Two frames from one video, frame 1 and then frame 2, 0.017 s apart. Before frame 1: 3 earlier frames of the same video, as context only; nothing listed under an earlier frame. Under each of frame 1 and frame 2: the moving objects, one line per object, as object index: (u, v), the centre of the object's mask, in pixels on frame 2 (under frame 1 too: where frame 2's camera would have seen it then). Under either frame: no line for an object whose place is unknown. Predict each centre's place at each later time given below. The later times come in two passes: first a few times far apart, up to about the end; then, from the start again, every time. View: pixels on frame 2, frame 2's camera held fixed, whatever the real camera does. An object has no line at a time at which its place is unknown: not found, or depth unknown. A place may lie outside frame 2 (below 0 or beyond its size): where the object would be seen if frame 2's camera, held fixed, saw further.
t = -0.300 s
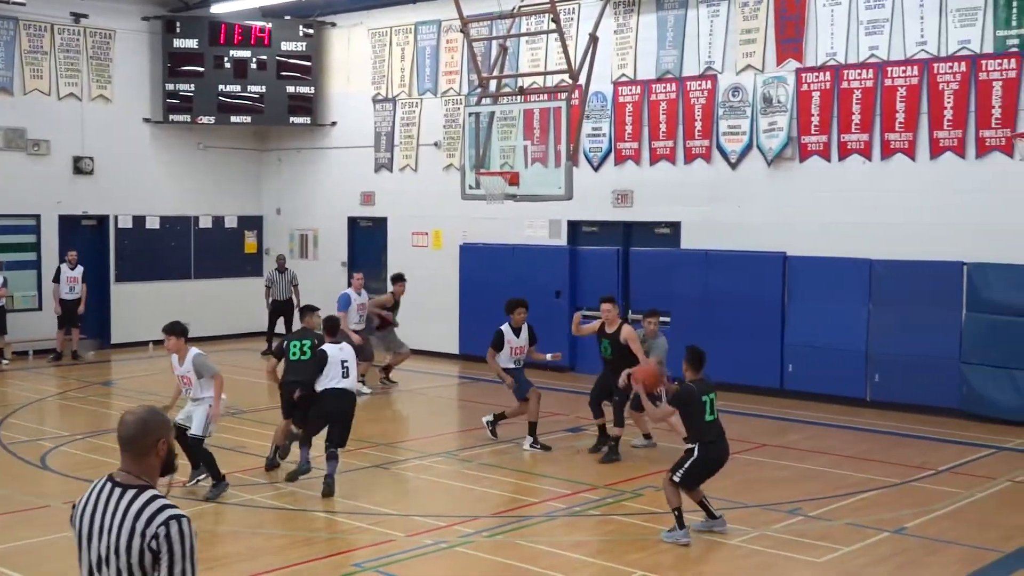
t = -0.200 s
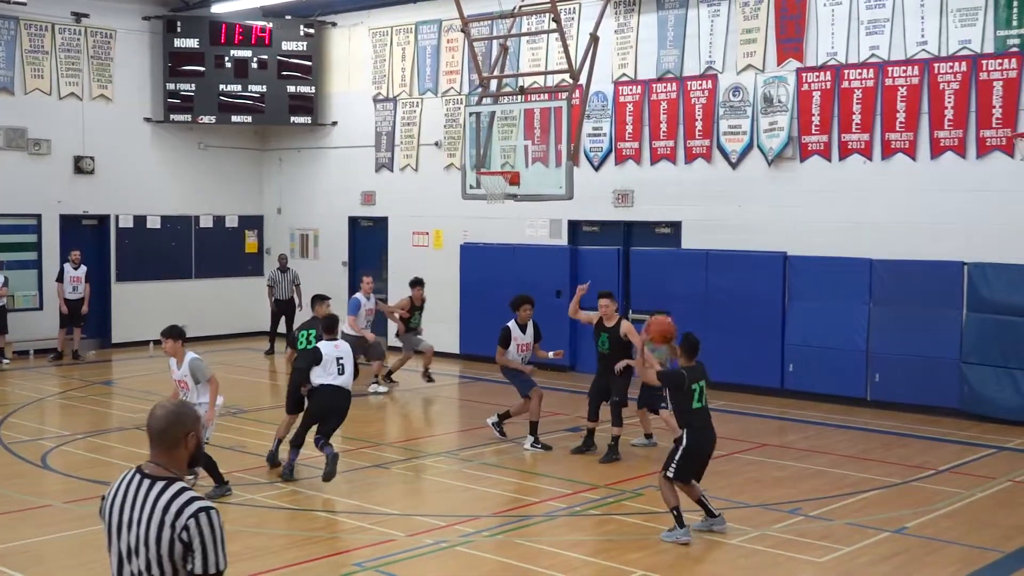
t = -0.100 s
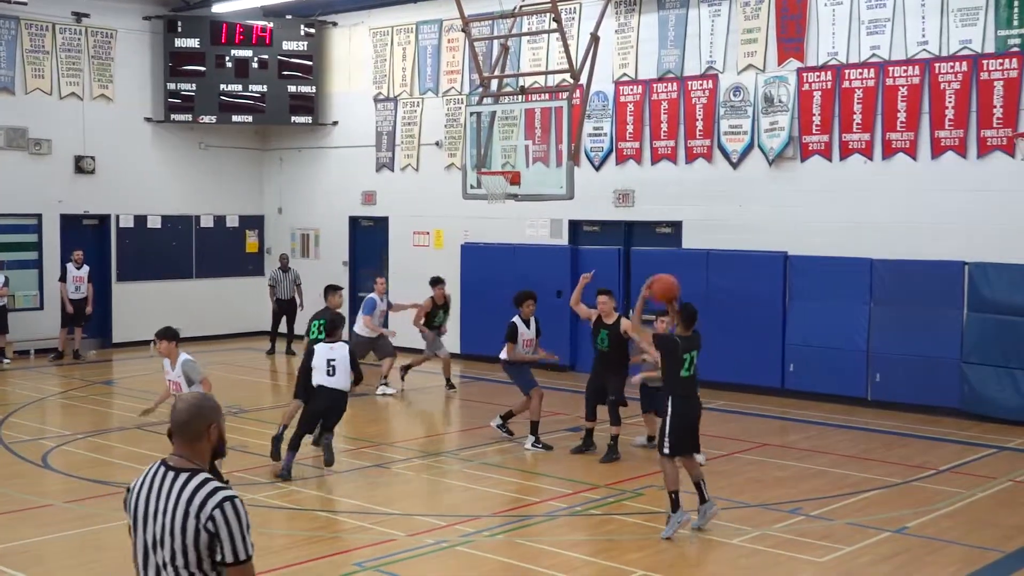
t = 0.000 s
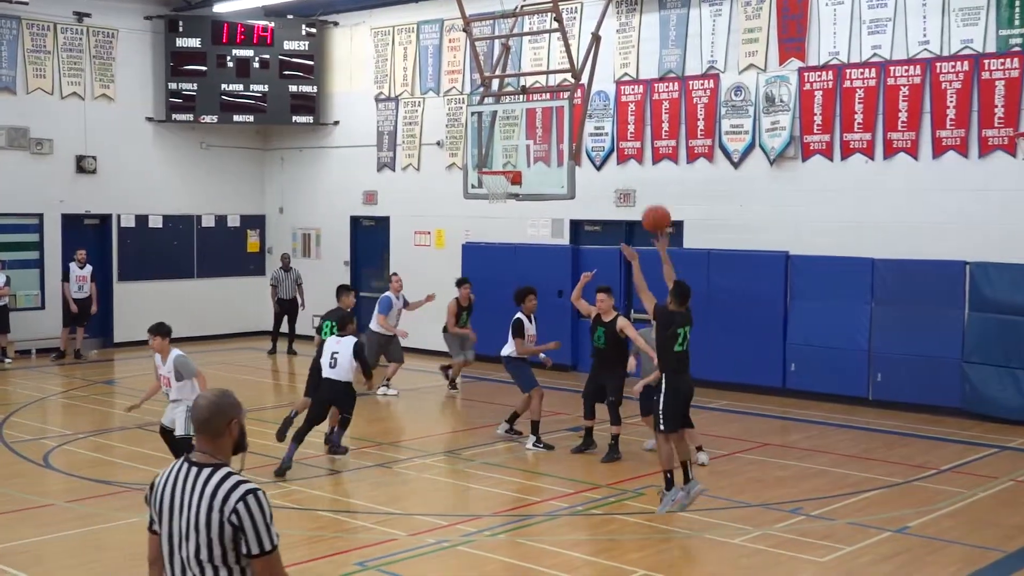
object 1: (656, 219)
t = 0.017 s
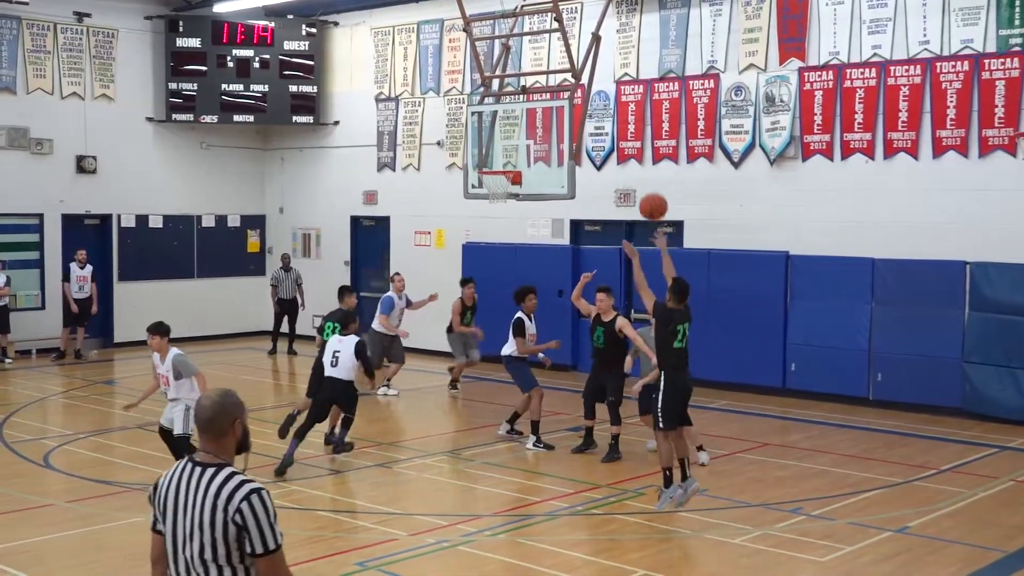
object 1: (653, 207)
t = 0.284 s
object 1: (608, 81)
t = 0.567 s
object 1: (572, 49)
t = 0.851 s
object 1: (540, 90)
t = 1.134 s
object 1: (533, 173)
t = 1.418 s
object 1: (553, 209)
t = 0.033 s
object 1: (650, 195)
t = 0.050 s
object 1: (647, 184)
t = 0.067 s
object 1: (644, 175)
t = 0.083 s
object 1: (641, 165)
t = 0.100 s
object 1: (638, 156)
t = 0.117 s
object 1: (635, 147)
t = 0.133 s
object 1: (632, 139)
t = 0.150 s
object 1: (630, 130)
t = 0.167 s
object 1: (628, 123)
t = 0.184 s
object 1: (625, 115)
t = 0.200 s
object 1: (622, 108)
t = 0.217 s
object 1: (618, 102)
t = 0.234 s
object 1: (615, 96)
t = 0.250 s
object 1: (613, 90)
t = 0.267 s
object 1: (610, 86)
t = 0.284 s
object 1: (608, 81)
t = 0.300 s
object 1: (605, 76)
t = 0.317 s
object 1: (603, 72)
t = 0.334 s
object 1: (601, 69)
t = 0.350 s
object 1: (599, 65)
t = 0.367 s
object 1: (596, 62)
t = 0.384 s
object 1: (594, 60)
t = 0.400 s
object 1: (592, 57)
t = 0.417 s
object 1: (590, 55)
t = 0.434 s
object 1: (587, 53)
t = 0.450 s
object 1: (586, 52)
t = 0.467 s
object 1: (585, 50)
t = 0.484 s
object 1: (582, 49)
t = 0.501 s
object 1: (580, 49)
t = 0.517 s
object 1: (579, 48)
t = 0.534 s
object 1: (577, 48)
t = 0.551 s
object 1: (574, 48)
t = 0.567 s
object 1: (572, 49)
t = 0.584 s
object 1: (570, 50)
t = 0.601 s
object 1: (568, 51)
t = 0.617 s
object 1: (566, 52)
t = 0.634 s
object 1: (564, 53)
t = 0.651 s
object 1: (562, 55)
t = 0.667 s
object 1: (560, 57)
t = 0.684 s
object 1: (559, 59)
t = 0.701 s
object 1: (557, 61)
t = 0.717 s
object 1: (555, 63)
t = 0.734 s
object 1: (553, 66)
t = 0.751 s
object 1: (551, 69)
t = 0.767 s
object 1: (550, 72)
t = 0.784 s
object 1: (548, 75)
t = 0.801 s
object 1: (547, 78)
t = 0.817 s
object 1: (545, 81)
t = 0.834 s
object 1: (542, 87)
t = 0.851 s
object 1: (540, 90)
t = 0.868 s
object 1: (540, 94)
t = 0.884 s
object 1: (538, 98)
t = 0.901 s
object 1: (536, 103)
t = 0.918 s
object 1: (535, 109)
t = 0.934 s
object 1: (533, 113)
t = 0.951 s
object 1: (532, 119)
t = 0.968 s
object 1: (530, 125)
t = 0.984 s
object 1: (528, 130)
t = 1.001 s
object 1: (527, 135)
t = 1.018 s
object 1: (525, 141)
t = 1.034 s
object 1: (524, 147)
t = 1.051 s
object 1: (522, 153)
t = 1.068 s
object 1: (520, 159)
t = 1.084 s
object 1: (519, 165)
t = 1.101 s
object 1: (520, 169)
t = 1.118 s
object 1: (526, 171)
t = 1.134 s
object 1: (533, 173)
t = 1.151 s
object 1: (540, 175)
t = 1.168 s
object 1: (543, 176)
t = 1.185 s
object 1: (544, 177)
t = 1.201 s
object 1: (545, 177)
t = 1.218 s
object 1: (546, 179)
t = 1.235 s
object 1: (546, 180)
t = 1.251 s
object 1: (547, 181)
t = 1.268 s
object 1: (547, 183)
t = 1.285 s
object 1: (548, 185)
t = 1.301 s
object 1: (548, 187)
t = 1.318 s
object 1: (549, 189)
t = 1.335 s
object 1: (550, 192)
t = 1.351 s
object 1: (551, 195)
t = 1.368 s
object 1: (551, 198)
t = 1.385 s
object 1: (552, 201)
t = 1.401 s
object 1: (553, 206)
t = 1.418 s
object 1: (553, 209)
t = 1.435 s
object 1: (554, 213)
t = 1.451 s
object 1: (555, 217)
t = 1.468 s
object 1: (556, 222)
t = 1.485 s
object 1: (557, 227)
